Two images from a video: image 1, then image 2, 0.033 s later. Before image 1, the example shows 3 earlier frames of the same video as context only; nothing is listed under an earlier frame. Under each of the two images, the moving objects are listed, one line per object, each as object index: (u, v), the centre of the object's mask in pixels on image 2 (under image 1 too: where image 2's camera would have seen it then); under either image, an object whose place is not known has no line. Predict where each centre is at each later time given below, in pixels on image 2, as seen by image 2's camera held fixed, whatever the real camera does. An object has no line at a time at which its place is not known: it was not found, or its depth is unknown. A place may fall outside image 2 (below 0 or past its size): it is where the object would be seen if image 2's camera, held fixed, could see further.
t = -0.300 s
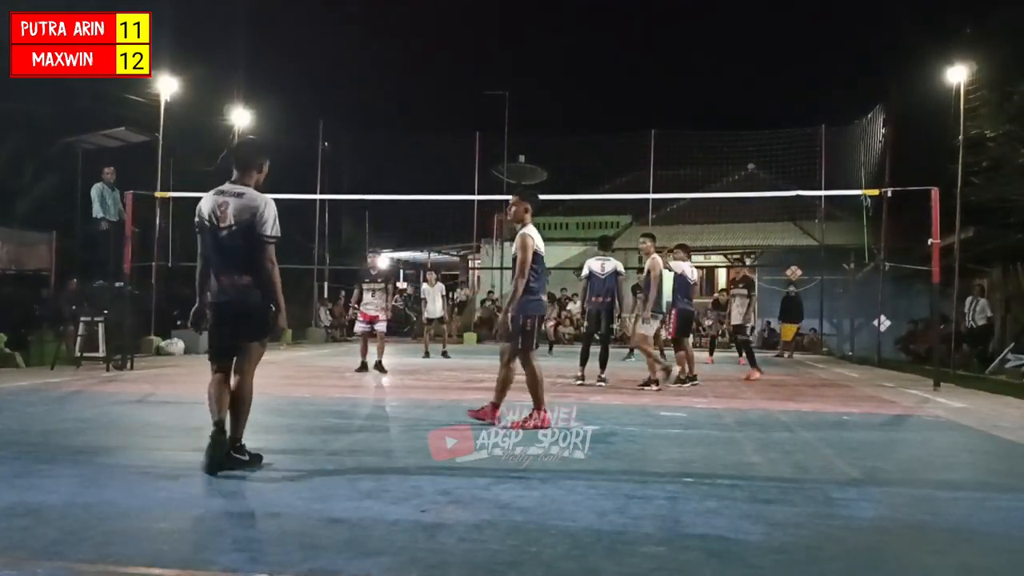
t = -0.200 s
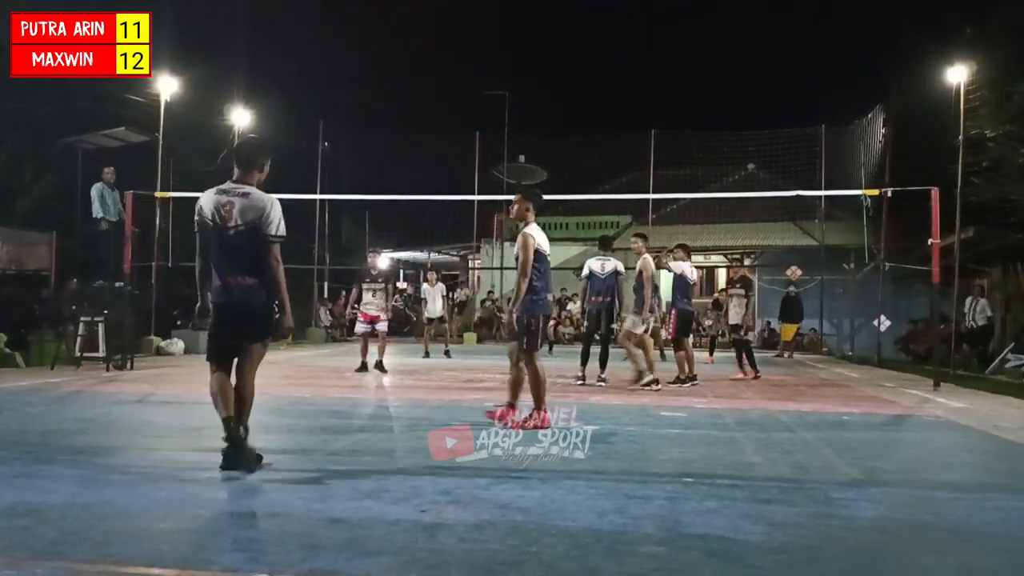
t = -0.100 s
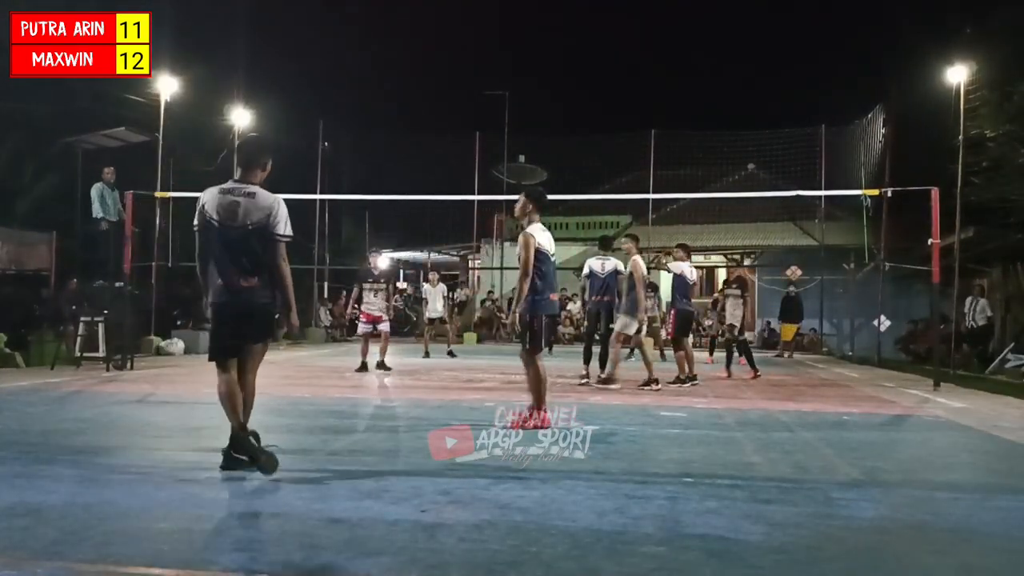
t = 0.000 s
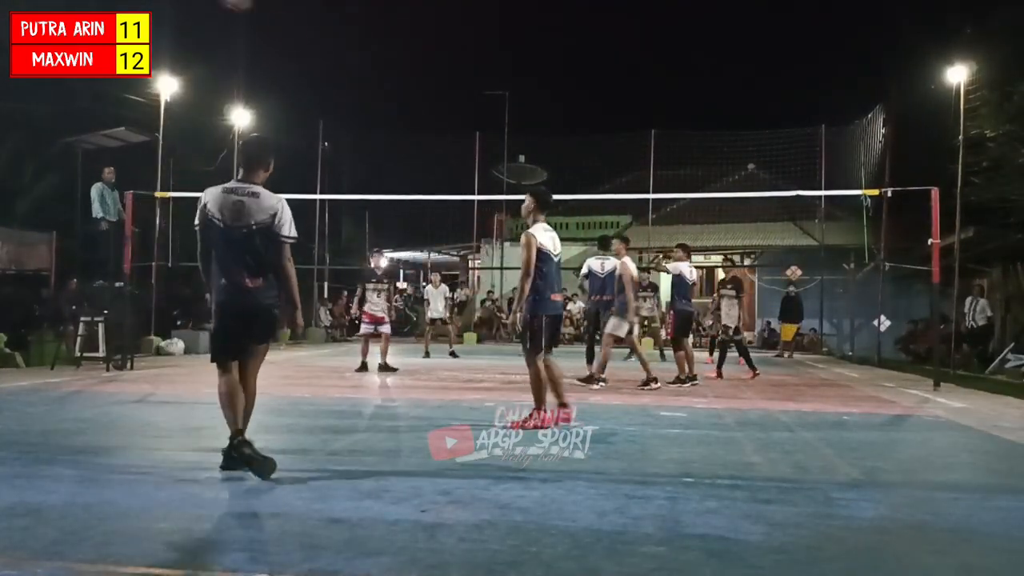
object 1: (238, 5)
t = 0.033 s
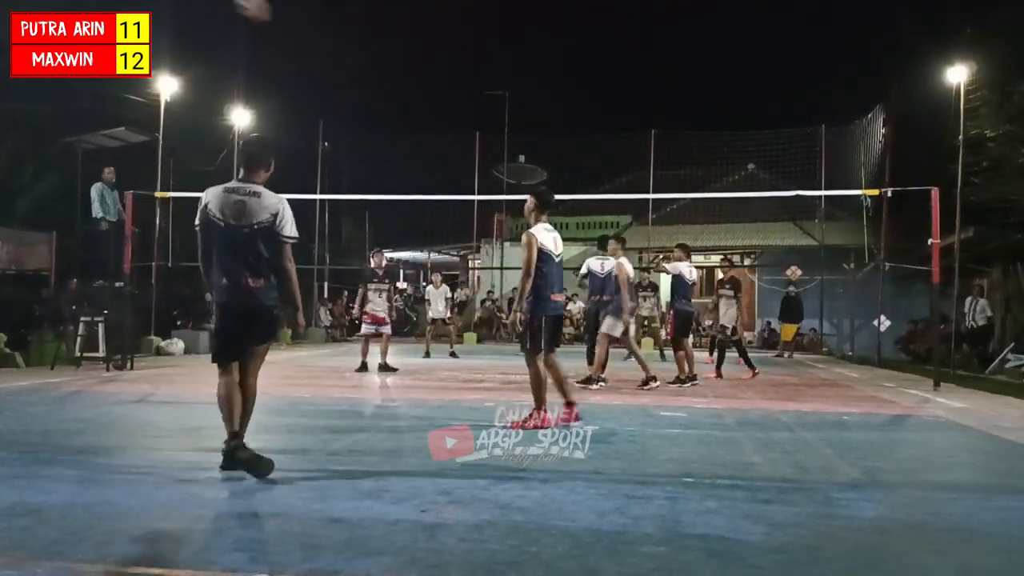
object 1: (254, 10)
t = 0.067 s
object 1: (270, 17)
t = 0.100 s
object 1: (288, 29)
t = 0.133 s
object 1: (303, 41)
